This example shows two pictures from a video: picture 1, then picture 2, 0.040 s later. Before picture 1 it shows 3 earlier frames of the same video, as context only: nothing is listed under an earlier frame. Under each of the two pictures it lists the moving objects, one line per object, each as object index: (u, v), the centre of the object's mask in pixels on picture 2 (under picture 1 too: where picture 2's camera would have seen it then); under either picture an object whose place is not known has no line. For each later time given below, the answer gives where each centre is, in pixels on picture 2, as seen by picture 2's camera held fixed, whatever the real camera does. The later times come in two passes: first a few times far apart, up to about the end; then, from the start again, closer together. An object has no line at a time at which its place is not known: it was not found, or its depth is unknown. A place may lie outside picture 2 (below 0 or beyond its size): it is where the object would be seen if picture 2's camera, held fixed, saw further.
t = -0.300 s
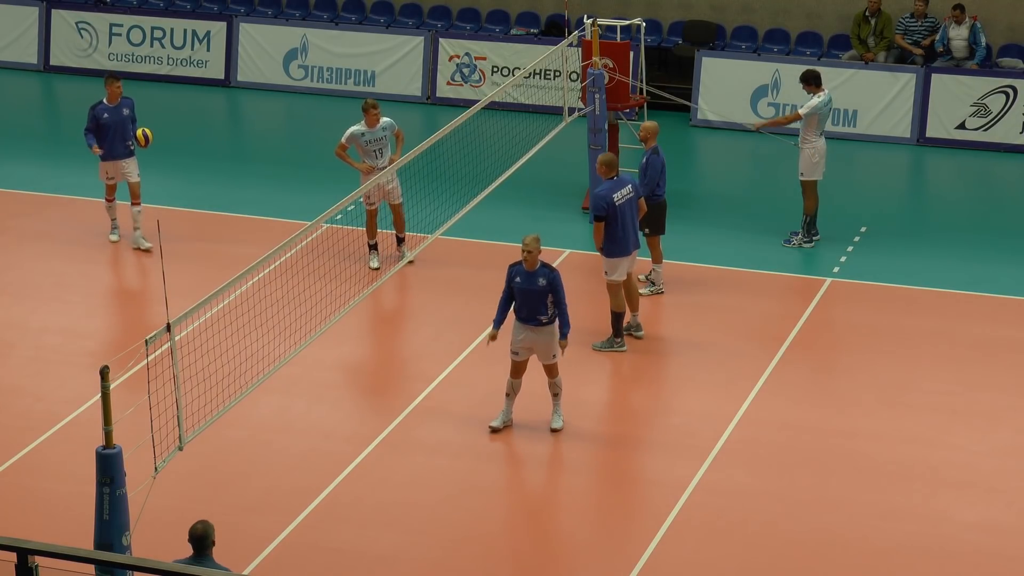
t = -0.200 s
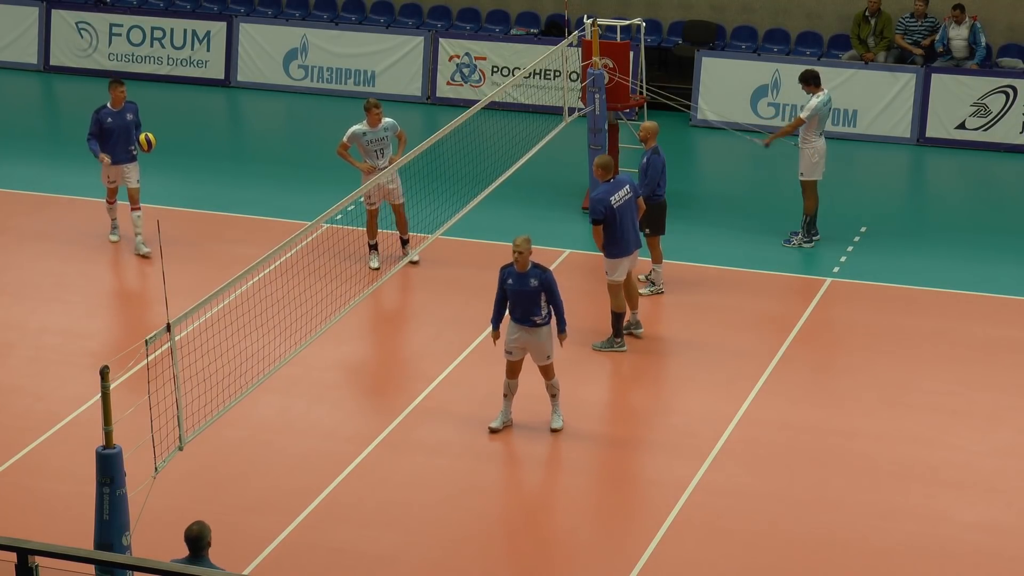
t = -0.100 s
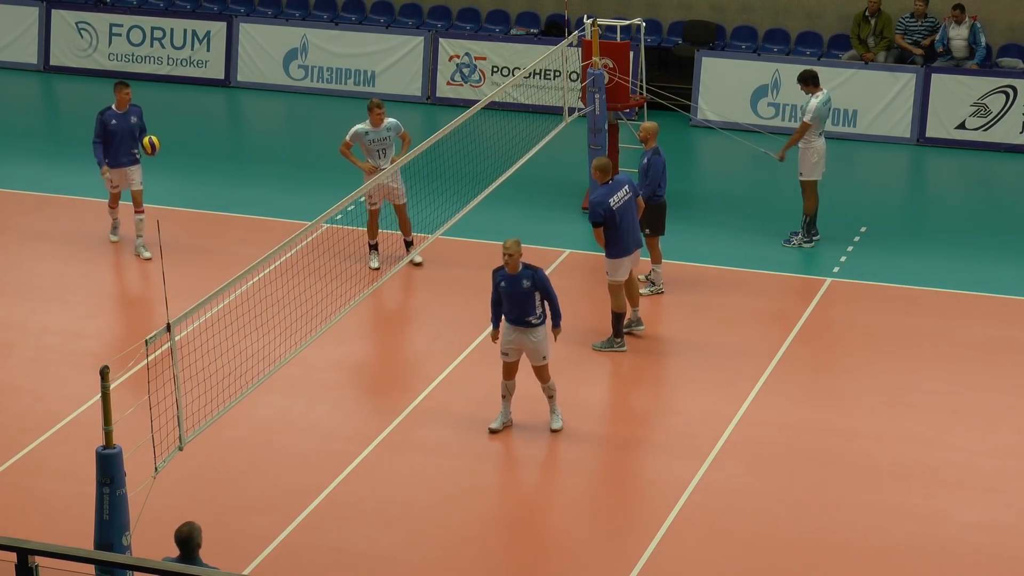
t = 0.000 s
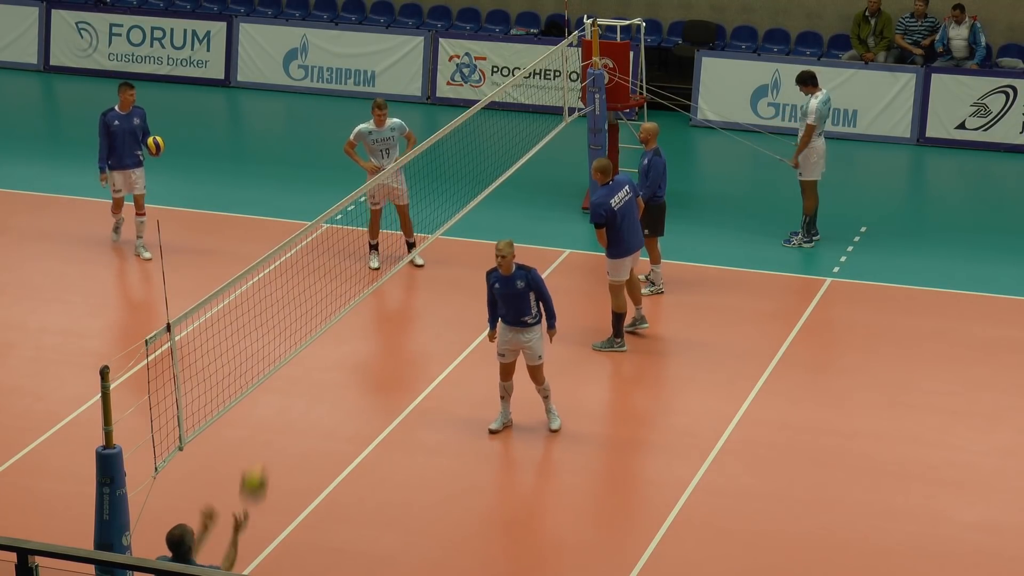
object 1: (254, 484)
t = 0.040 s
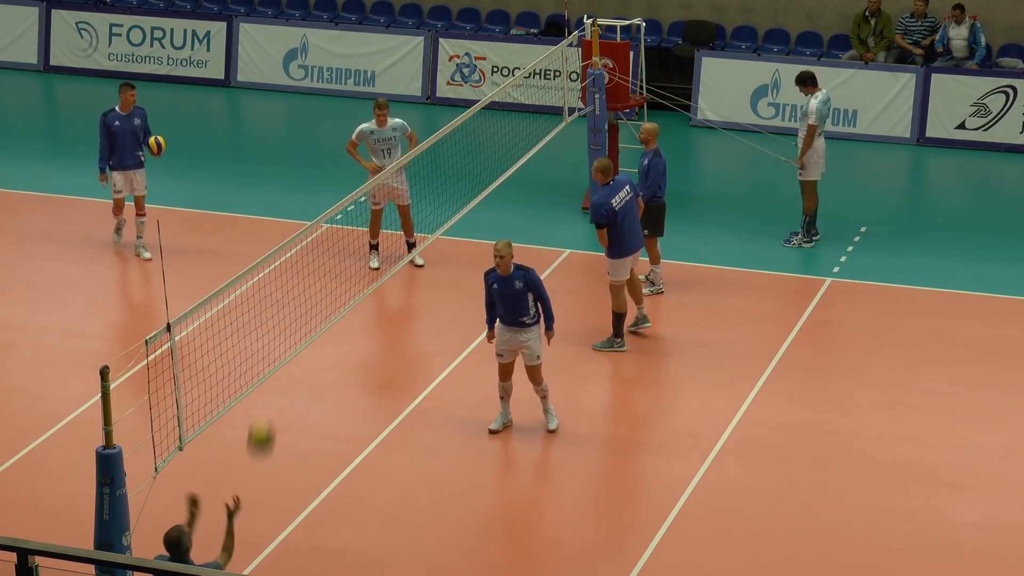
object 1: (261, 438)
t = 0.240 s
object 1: (298, 245)
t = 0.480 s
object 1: (345, 99)
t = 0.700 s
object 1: (388, 31)
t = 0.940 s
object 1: (431, 30)
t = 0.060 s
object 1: (264, 417)
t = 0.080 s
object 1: (268, 395)
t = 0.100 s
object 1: (272, 374)
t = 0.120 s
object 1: (276, 354)
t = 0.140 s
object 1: (279, 334)
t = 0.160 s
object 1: (283, 314)
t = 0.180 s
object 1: (287, 297)
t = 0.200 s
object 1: (291, 279)
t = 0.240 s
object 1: (298, 245)
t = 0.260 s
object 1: (302, 230)
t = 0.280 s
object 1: (307, 214)
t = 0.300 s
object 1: (311, 200)
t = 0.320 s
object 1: (315, 186)
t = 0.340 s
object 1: (318, 173)
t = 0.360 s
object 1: (322, 161)
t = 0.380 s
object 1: (326, 149)
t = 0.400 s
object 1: (330, 137)
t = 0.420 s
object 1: (334, 127)
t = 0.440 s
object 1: (337, 117)
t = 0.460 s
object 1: (341, 106)
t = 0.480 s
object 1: (345, 99)
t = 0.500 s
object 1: (349, 89)
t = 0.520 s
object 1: (354, 80)
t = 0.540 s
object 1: (357, 73)
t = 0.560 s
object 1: (361, 66)
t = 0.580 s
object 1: (365, 59)
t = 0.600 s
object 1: (369, 54)
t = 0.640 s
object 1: (376, 43)
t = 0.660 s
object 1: (381, 39)
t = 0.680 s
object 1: (384, 35)
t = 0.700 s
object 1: (388, 31)
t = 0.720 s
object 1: (391, 29)
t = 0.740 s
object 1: (395, 26)
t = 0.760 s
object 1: (399, 25)
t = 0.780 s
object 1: (403, 23)
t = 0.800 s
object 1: (406, 22)
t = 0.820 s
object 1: (410, 22)
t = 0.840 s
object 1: (414, 22)
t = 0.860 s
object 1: (417, 23)
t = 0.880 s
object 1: (421, 24)
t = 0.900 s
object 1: (425, 25)
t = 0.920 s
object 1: (428, 27)
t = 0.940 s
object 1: (431, 30)
